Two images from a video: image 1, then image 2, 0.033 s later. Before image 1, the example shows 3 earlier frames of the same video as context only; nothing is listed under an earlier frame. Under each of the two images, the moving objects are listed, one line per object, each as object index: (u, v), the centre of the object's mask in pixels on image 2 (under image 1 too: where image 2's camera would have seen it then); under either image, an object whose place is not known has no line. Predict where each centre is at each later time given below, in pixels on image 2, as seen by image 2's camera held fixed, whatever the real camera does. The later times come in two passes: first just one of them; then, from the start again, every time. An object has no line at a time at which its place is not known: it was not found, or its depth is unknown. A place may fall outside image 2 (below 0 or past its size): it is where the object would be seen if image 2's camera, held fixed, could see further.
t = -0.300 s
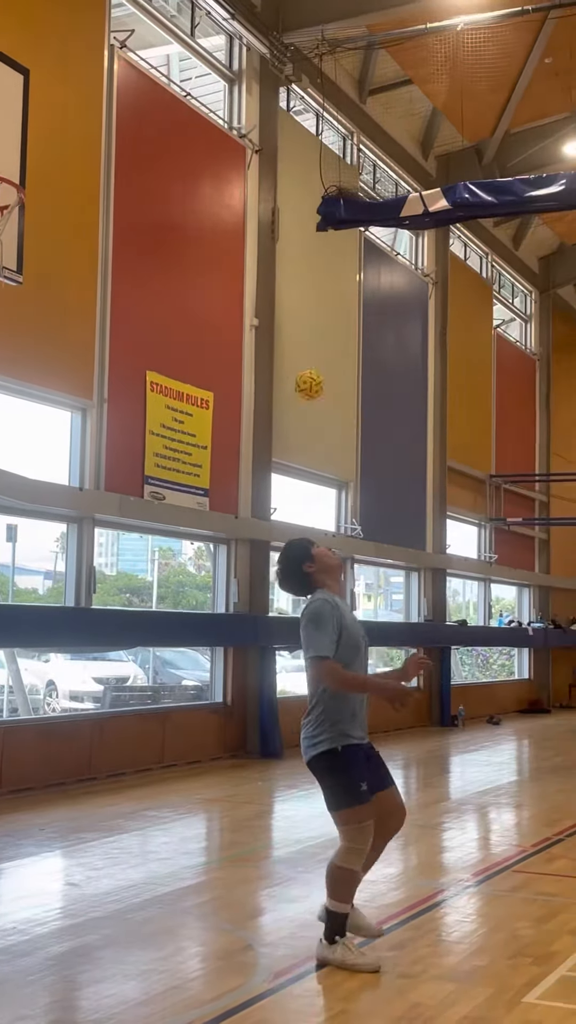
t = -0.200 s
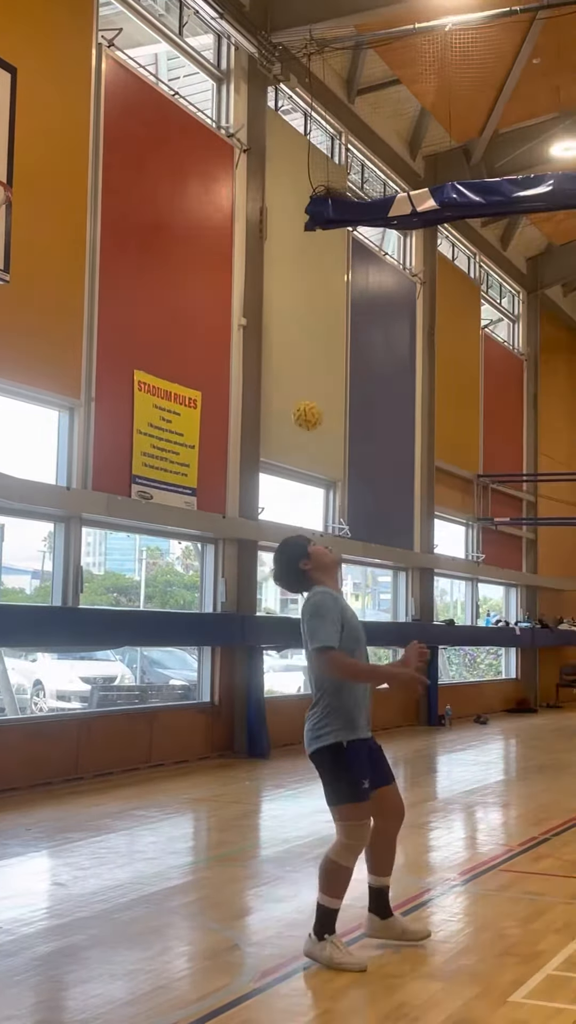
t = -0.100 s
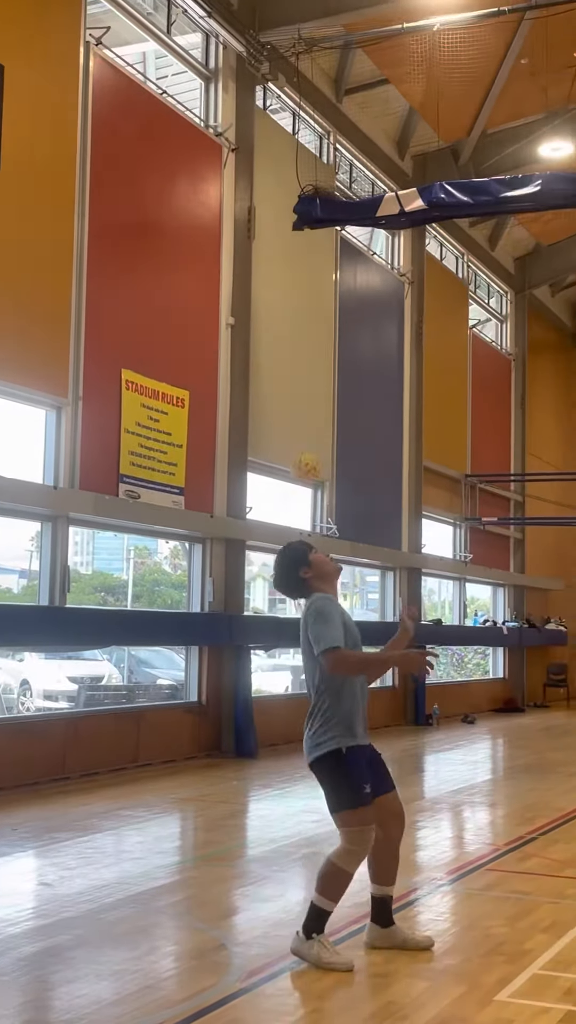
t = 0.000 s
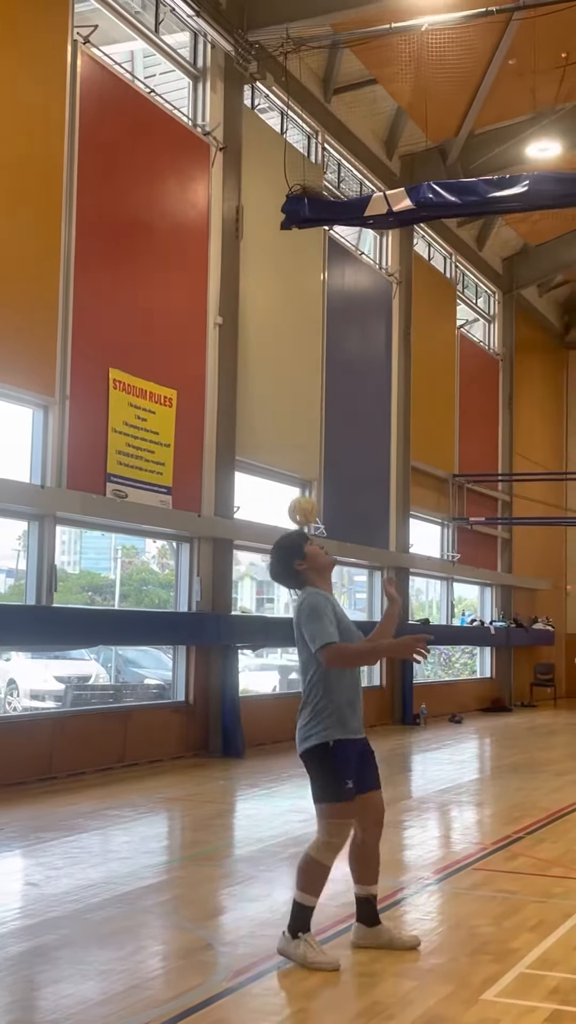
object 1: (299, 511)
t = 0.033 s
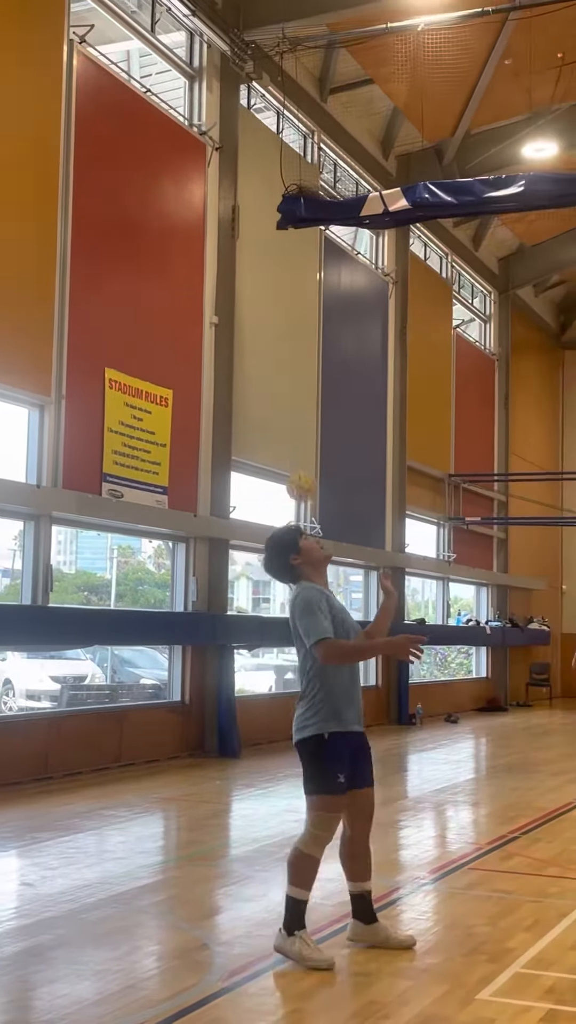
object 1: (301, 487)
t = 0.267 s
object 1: (316, 389)
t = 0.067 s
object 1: (304, 465)
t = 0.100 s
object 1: (306, 446)
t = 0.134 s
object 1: (308, 430)
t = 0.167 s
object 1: (310, 415)
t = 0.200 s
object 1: (313, 404)
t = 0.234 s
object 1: (315, 396)
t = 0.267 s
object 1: (316, 389)
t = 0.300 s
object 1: (318, 386)
